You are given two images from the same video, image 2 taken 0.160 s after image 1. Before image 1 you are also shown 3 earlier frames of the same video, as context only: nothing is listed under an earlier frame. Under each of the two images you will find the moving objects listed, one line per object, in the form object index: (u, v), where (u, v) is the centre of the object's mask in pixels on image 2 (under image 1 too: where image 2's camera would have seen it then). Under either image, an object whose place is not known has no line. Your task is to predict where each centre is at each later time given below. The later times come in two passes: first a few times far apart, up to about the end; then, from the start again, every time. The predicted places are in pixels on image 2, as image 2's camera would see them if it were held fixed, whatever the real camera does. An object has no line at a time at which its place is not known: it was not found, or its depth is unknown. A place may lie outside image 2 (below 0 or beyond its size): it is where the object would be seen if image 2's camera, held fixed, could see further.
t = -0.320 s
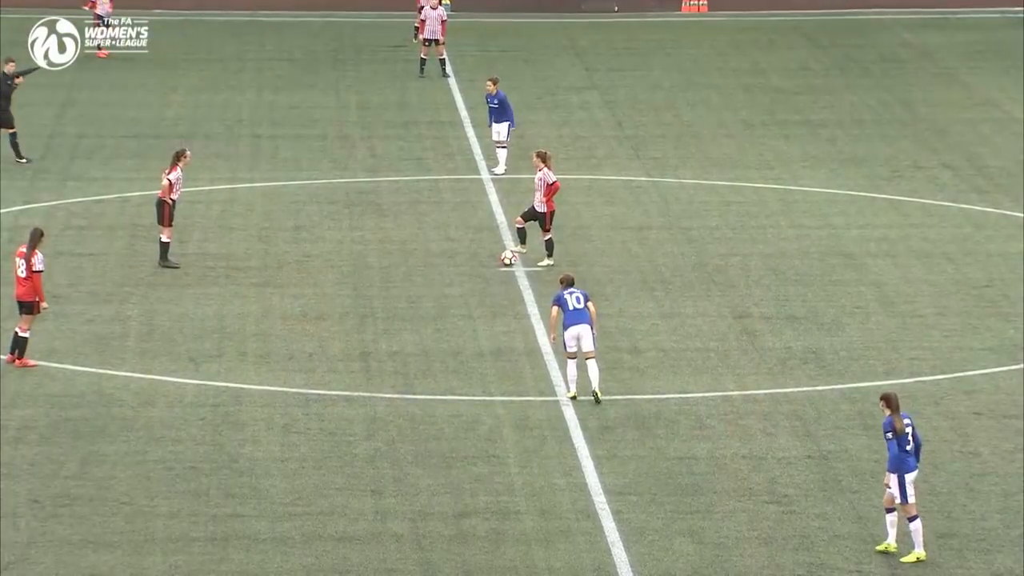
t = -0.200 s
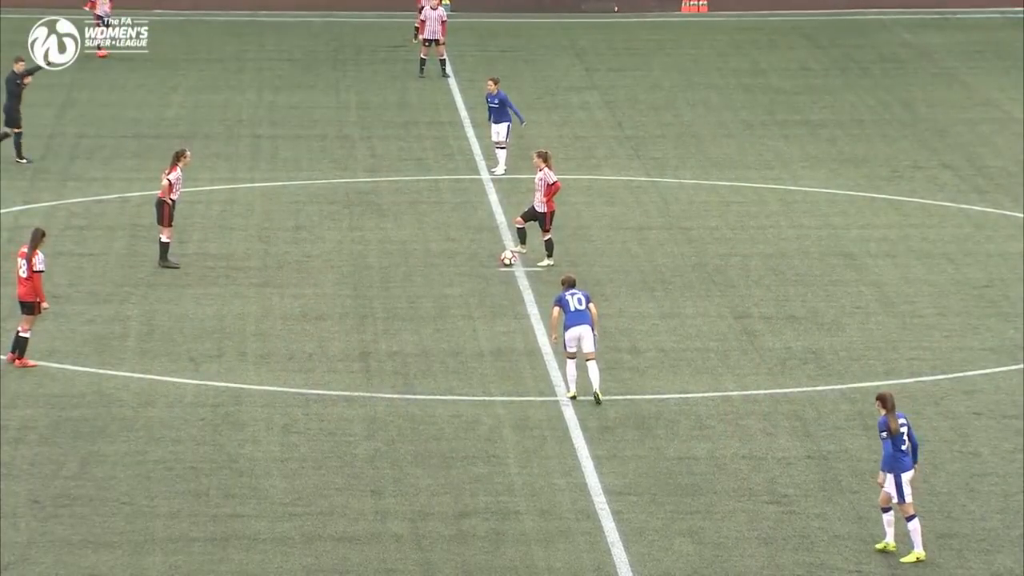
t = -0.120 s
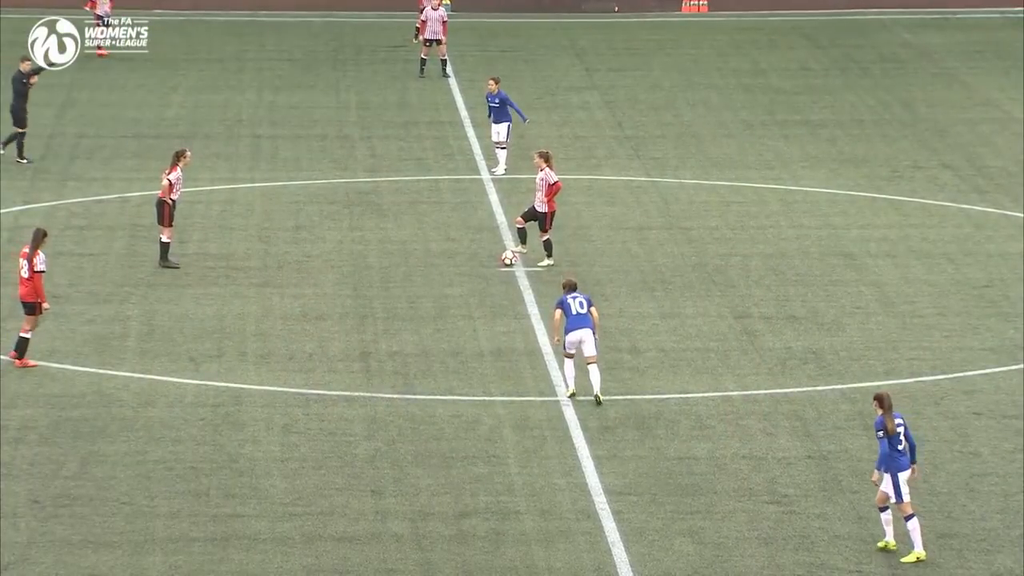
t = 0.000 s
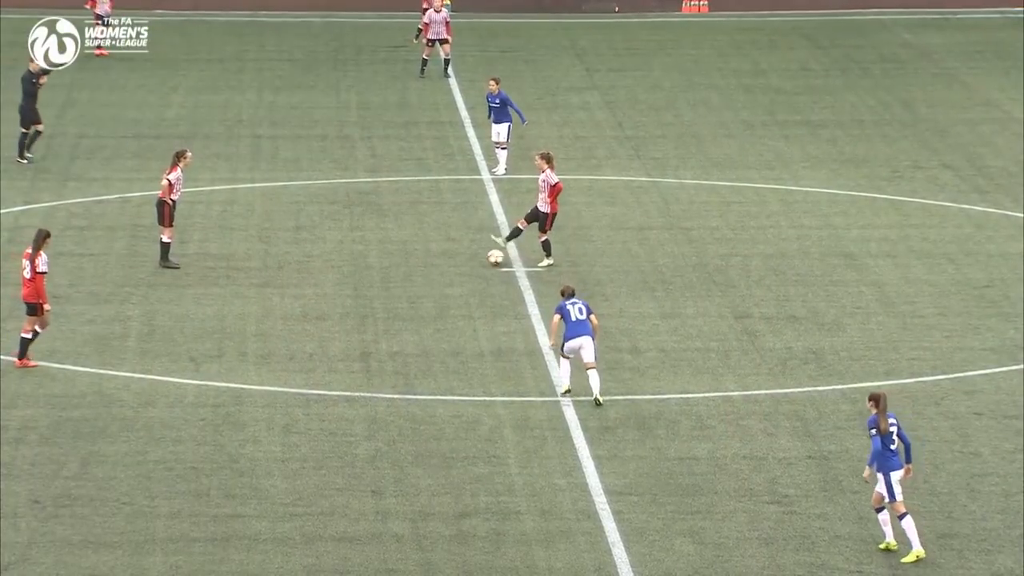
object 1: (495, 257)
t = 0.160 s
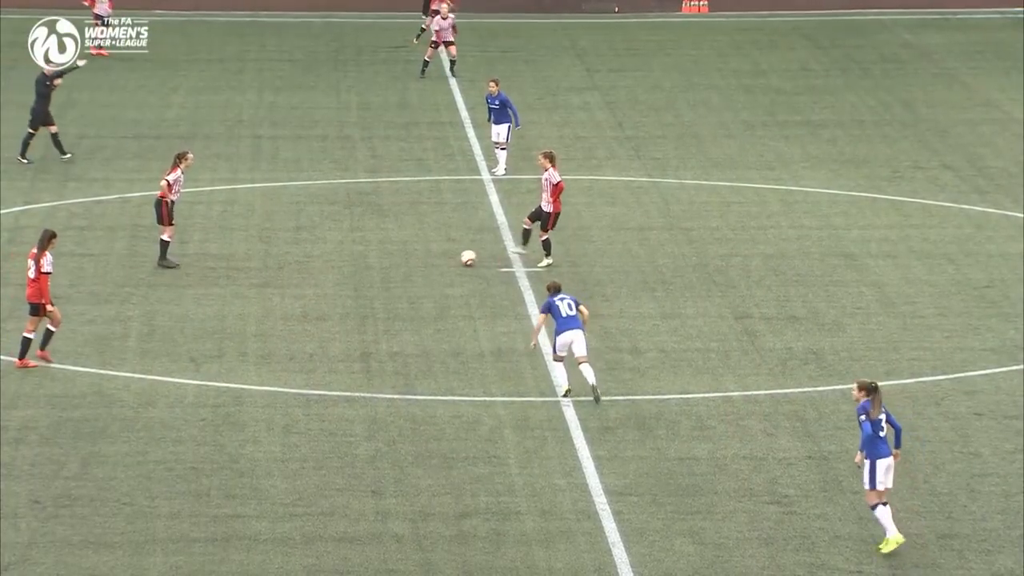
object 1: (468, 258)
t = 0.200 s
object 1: (461, 257)
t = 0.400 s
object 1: (428, 258)
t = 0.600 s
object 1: (397, 258)
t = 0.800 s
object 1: (366, 259)
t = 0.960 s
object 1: (342, 259)
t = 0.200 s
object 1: (461, 257)
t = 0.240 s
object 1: (455, 258)
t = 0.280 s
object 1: (448, 258)
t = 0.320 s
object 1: (441, 258)
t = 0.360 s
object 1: (435, 258)
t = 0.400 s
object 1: (428, 258)
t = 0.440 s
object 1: (422, 258)
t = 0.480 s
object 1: (415, 258)
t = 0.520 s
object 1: (409, 259)
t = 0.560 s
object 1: (403, 258)
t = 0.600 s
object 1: (397, 258)
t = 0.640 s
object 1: (391, 259)
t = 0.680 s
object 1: (384, 258)
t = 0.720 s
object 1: (378, 258)
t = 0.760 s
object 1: (373, 259)
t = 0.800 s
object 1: (366, 259)
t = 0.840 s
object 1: (360, 258)
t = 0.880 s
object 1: (354, 259)
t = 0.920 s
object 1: (348, 259)
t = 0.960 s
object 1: (342, 259)
